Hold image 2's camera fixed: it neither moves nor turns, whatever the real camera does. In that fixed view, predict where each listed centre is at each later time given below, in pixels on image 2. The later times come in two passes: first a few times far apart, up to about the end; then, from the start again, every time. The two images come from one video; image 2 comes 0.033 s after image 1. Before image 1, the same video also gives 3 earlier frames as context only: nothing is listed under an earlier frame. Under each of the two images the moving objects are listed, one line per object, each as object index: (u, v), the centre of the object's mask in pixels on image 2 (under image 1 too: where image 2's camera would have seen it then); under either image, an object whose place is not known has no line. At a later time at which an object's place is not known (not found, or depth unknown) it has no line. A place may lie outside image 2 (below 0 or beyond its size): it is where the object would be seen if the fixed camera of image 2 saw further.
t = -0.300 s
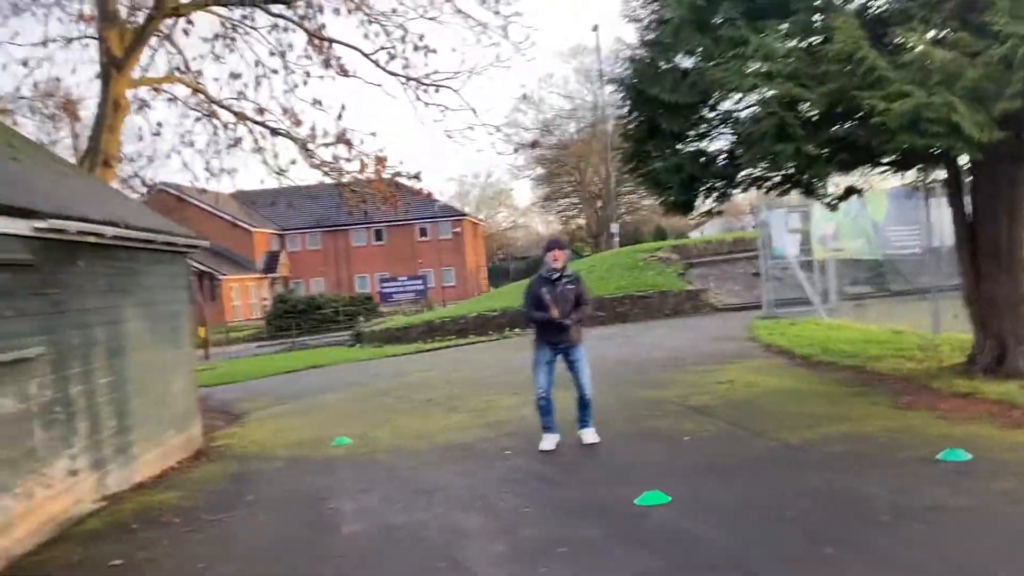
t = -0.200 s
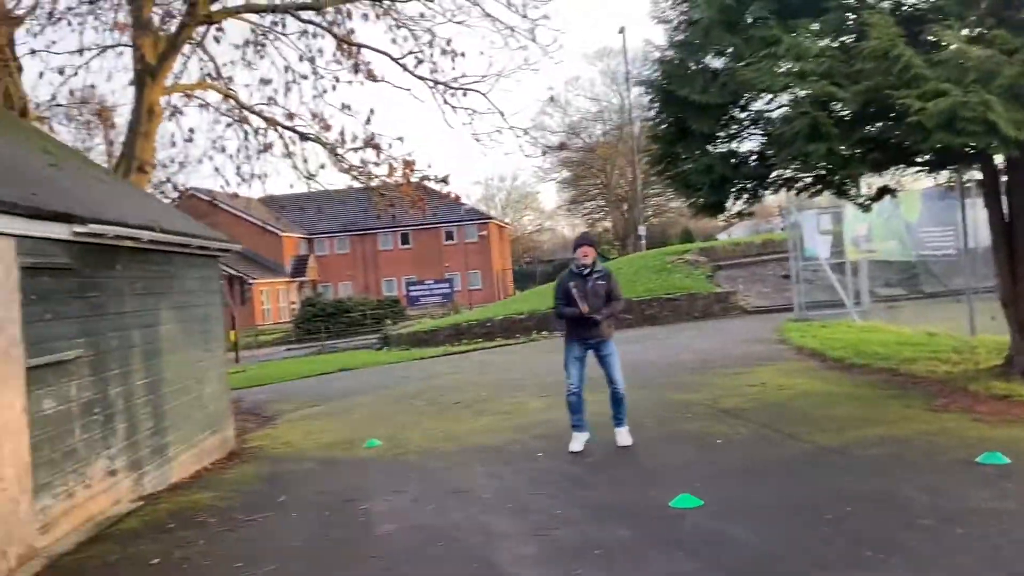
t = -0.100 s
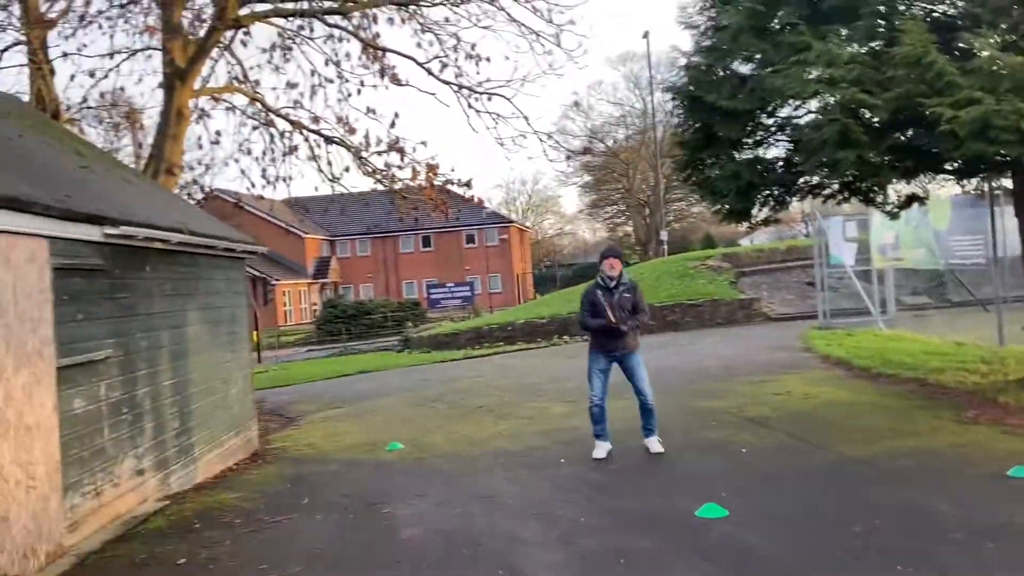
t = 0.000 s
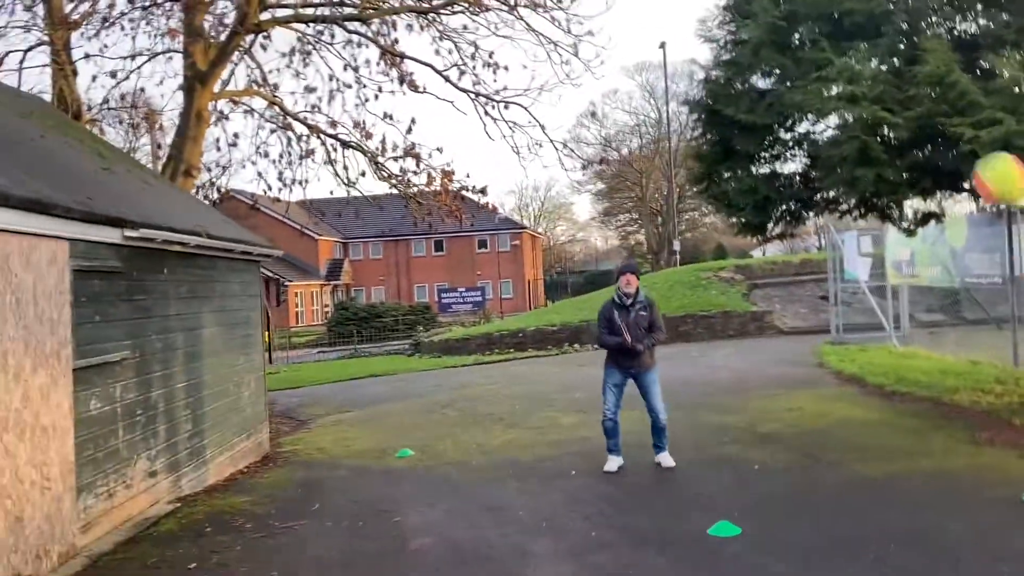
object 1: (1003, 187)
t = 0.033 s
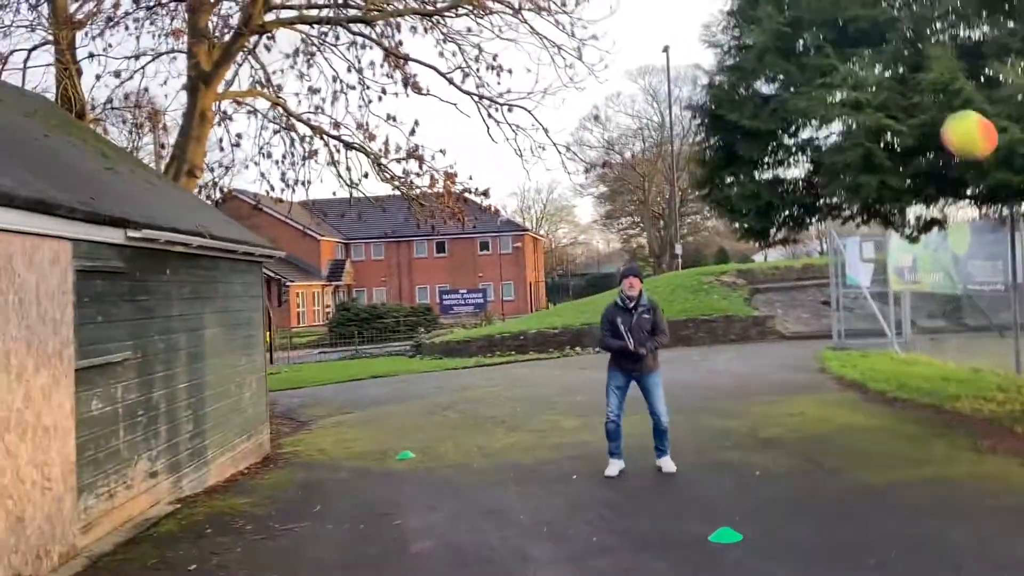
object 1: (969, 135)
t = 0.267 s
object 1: (819, 44)
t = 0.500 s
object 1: (756, 139)
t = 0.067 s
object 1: (937, 97)
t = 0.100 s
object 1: (910, 70)
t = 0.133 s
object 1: (887, 54)
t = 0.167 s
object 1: (867, 44)
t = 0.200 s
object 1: (849, 39)
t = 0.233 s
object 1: (833, 40)
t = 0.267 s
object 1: (819, 44)
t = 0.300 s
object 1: (807, 52)
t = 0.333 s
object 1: (796, 62)
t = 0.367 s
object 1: (786, 74)
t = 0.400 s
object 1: (778, 87)
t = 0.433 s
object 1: (769, 104)
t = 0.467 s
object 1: (761, 121)
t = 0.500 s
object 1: (756, 139)
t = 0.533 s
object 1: (749, 159)
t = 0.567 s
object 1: (744, 179)
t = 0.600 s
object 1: (739, 201)
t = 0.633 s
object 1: (735, 223)
